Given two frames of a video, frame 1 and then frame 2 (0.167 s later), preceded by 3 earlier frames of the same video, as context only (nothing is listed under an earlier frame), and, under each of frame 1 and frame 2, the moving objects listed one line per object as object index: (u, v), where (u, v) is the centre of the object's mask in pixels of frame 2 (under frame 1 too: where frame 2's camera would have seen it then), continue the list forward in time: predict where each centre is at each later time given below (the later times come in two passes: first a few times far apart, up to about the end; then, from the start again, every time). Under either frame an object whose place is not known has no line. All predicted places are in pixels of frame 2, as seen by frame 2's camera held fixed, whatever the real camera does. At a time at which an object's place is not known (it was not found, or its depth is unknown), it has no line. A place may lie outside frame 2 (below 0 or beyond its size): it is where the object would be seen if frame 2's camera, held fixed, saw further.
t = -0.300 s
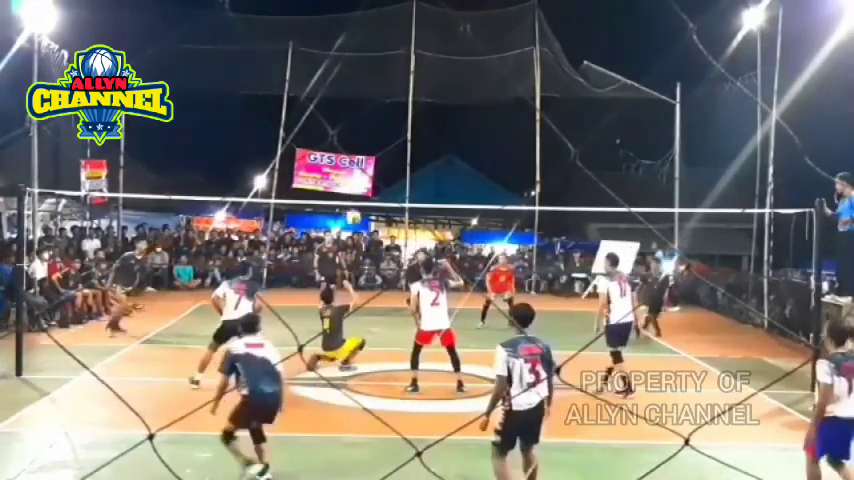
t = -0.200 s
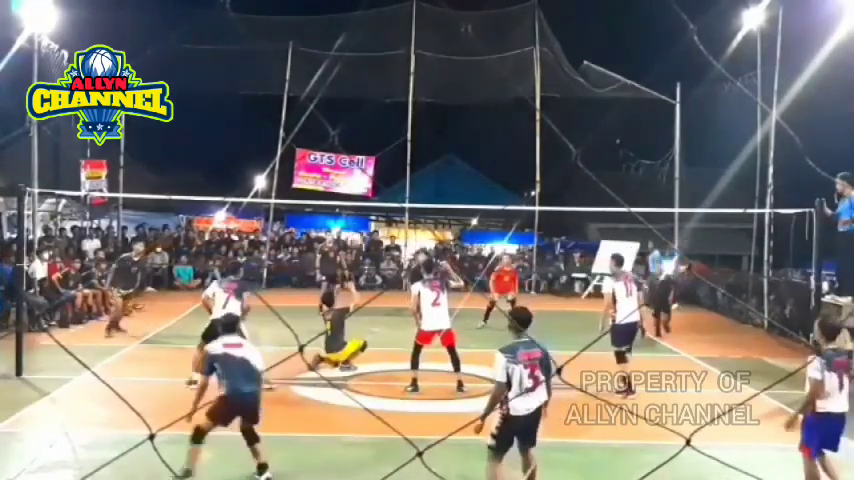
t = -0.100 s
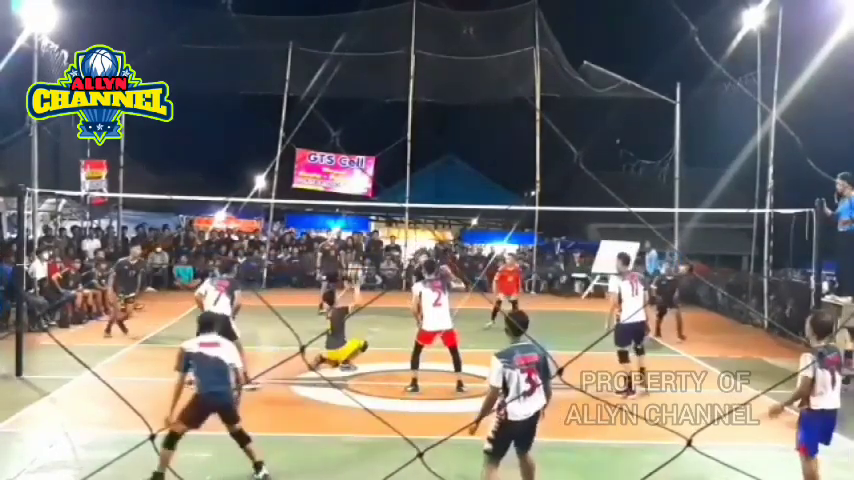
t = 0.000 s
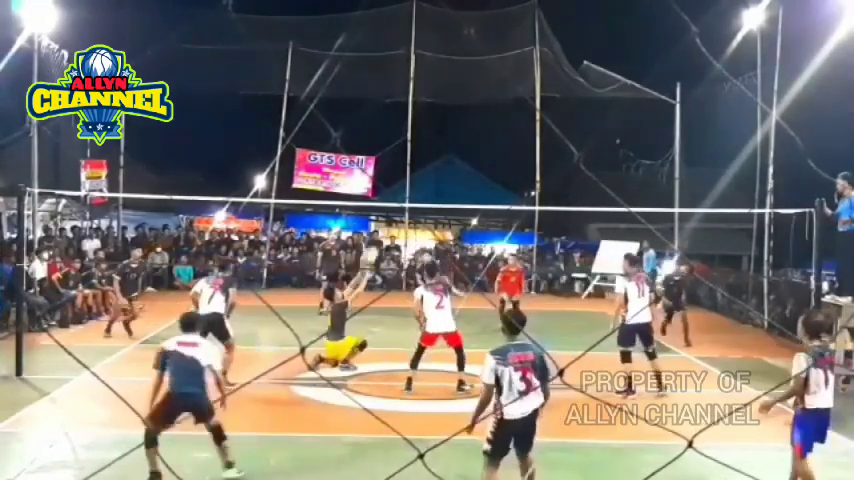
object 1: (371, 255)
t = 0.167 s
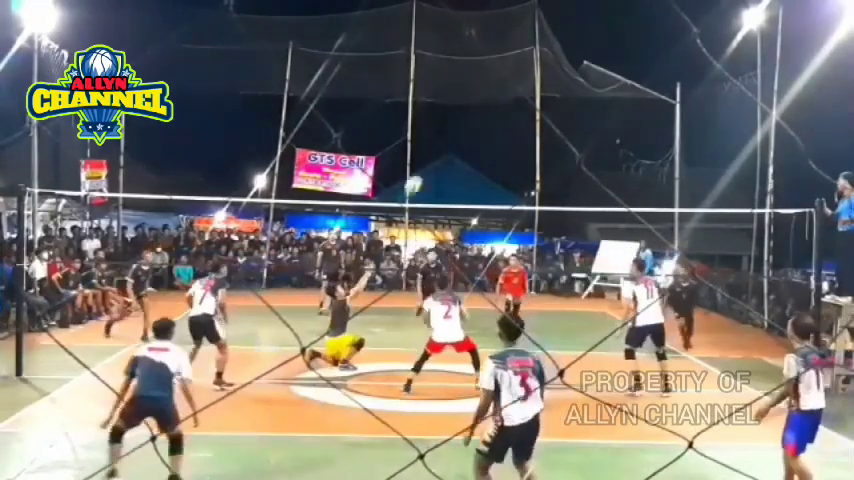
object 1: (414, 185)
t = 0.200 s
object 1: (422, 173)
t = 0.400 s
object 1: (472, 120)
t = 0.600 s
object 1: (520, 95)
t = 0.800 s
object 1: (568, 97)
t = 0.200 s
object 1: (422, 173)
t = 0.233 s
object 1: (430, 162)
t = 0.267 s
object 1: (438, 153)
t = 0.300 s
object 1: (447, 143)
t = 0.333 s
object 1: (455, 135)
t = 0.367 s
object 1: (463, 127)
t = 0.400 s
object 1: (472, 120)
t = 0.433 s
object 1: (480, 114)
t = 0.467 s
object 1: (488, 108)
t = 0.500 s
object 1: (497, 103)
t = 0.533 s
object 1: (504, 100)
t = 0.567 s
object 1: (512, 97)
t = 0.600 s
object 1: (520, 95)
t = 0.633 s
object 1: (528, 93)
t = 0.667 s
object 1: (536, 93)
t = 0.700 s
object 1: (545, 92)
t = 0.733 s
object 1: (552, 93)
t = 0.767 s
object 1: (560, 95)
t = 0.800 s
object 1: (568, 97)
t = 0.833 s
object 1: (575, 100)
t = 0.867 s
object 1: (583, 104)
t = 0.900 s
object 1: (590, 108)
